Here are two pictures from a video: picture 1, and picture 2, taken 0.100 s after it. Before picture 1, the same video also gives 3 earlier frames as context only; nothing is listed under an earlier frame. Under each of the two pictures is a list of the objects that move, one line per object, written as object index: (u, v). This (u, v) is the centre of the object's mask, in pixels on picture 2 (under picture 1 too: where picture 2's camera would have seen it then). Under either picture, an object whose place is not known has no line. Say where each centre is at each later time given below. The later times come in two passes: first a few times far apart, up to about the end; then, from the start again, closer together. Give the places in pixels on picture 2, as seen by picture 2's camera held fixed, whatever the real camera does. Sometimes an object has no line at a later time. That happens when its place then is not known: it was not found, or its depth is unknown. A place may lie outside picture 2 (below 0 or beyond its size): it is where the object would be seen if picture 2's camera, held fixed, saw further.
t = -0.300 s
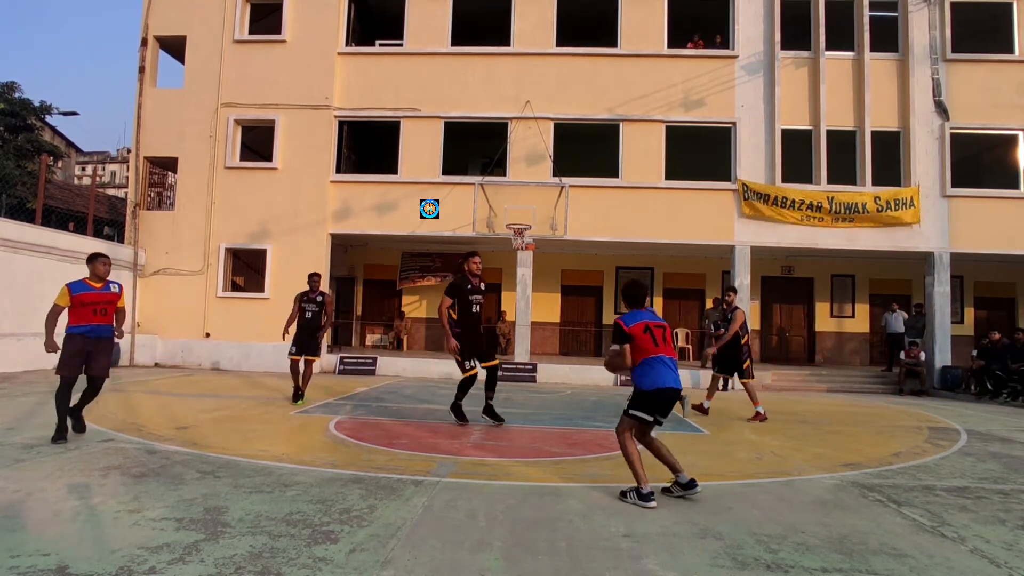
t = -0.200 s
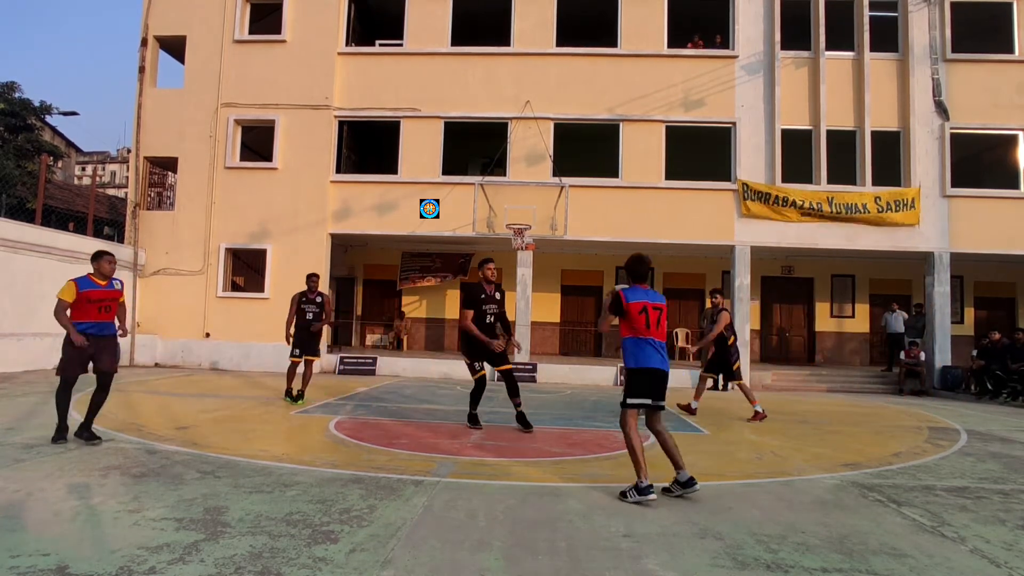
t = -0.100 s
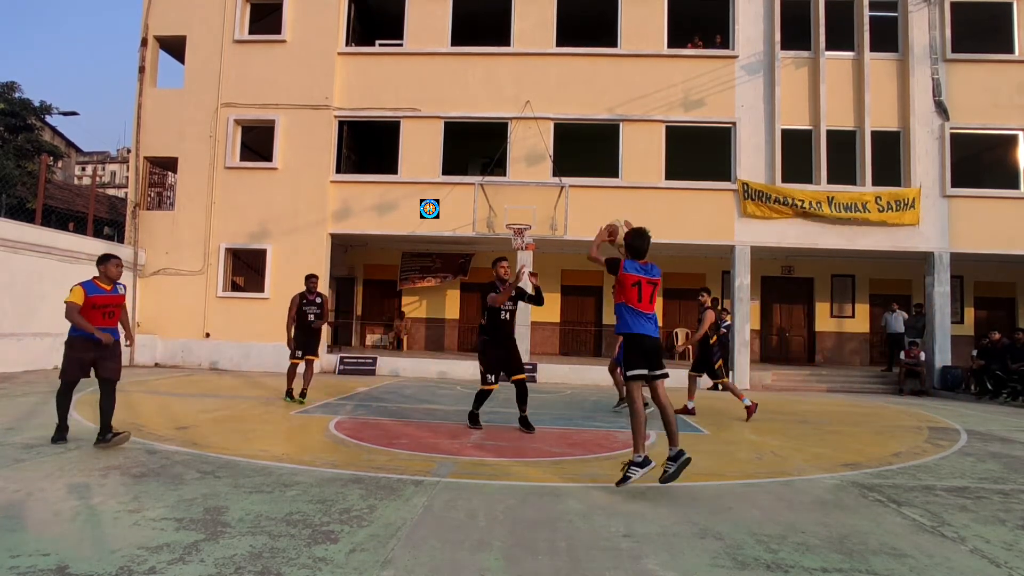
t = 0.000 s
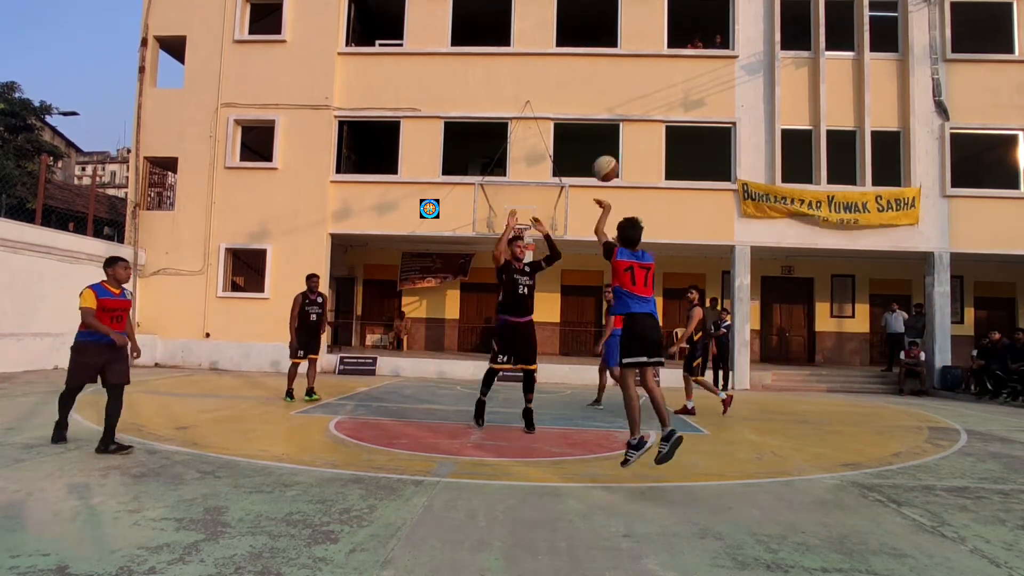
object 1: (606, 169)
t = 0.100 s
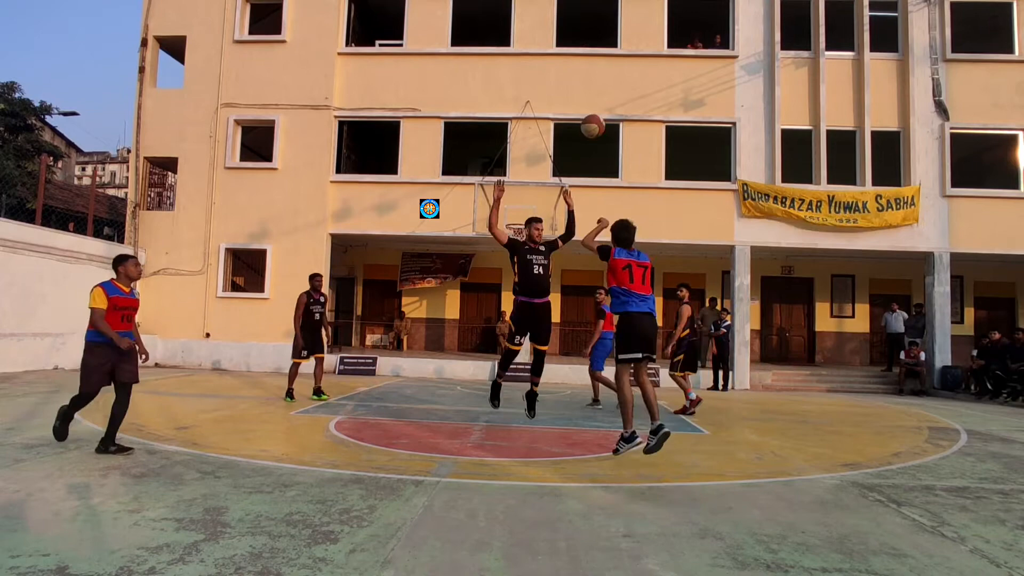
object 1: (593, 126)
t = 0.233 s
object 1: (579, 93)
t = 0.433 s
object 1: (563, 78)
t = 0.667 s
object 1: (549, 97)
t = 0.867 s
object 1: (537, 134)
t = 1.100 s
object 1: (527, 194)
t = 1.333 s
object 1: (521, 200)
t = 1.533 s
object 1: (517, 180)
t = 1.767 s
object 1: (510, 186)
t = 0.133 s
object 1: (588, 116)
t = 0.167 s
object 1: (585, 107)
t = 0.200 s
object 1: (582, 100)
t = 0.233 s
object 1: (579, 93)
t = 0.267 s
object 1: (576, 88)
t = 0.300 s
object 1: (573, 84)
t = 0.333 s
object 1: (570, 81)
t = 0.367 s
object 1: (568, 80)
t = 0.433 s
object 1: (563, 78)
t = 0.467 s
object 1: (560, 79)
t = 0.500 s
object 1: (558, 81)
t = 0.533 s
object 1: (556, 83)
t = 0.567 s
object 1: (554, 86)
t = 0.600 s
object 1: (552, 89)
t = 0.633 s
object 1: (550, 93)
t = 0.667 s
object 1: (549, 97)
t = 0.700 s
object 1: (547, 102)
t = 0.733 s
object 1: (545, 107)
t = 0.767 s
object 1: (543, 113)
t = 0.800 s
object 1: (541, 119)
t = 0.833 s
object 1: (539, 126)
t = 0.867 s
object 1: (537, 134)
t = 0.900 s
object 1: (536, 141)
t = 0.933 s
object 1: (535, 149)
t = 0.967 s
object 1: (533, 157)
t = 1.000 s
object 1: (532, 167)
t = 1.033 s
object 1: (530, 176)
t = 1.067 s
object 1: (528, 185)
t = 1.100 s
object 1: (527, 194)
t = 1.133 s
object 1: (526, 204)
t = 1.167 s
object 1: (524, 214)
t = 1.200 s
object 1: (522, 222)
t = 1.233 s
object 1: (522, 217)
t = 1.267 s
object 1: (522, 210)
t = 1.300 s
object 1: (522, 204)
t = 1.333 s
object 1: (521, 200)
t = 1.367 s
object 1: (520, 195)
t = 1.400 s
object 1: (520, 191)
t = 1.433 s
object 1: (519, 187)
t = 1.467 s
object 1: (518, 185)
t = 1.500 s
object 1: (517, 182)
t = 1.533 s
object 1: (517, 180)
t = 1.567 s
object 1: (516, 179)
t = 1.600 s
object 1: (515, 178)
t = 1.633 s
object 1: (514, 179)
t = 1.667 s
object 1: (513, 179)
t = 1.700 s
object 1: (512, 181)
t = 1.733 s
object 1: (511, 183)
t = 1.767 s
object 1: (510, 186)
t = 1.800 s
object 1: (509, 190)
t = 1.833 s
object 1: (508, 193)
